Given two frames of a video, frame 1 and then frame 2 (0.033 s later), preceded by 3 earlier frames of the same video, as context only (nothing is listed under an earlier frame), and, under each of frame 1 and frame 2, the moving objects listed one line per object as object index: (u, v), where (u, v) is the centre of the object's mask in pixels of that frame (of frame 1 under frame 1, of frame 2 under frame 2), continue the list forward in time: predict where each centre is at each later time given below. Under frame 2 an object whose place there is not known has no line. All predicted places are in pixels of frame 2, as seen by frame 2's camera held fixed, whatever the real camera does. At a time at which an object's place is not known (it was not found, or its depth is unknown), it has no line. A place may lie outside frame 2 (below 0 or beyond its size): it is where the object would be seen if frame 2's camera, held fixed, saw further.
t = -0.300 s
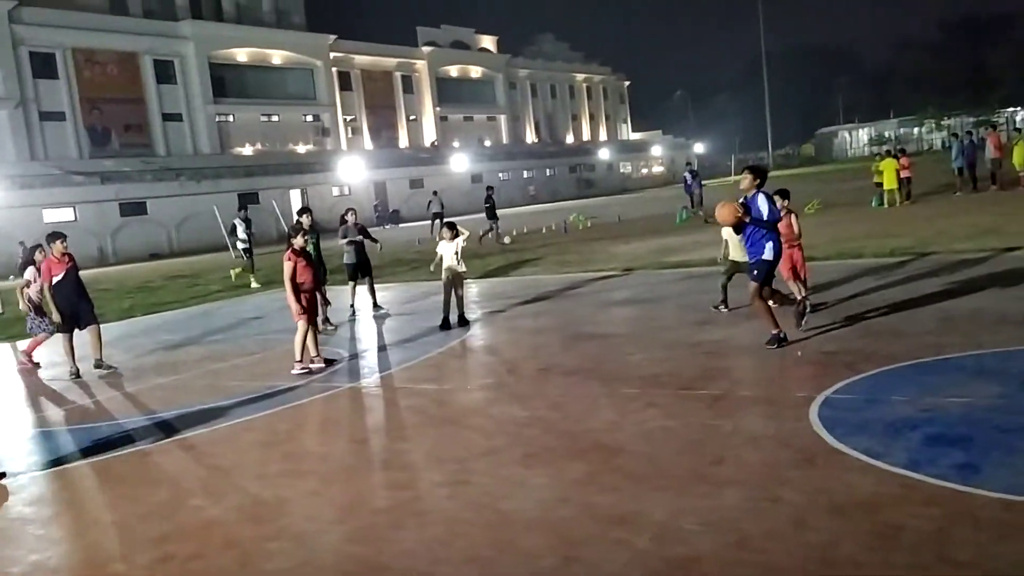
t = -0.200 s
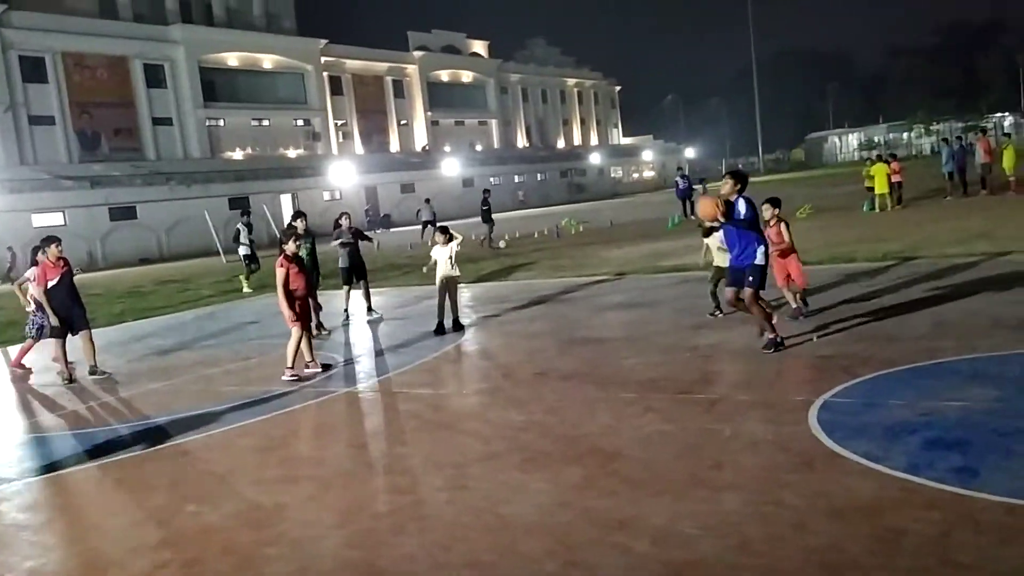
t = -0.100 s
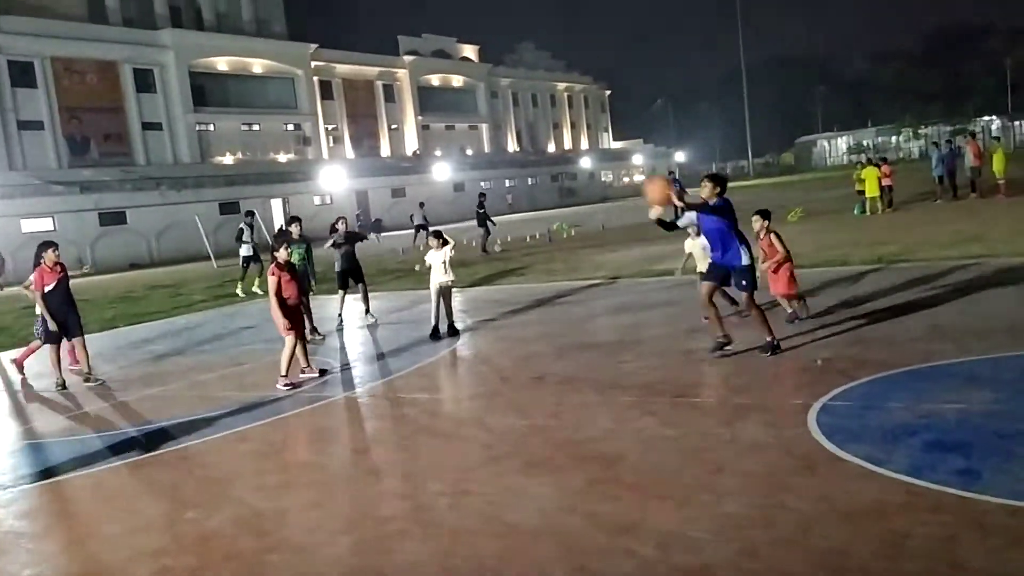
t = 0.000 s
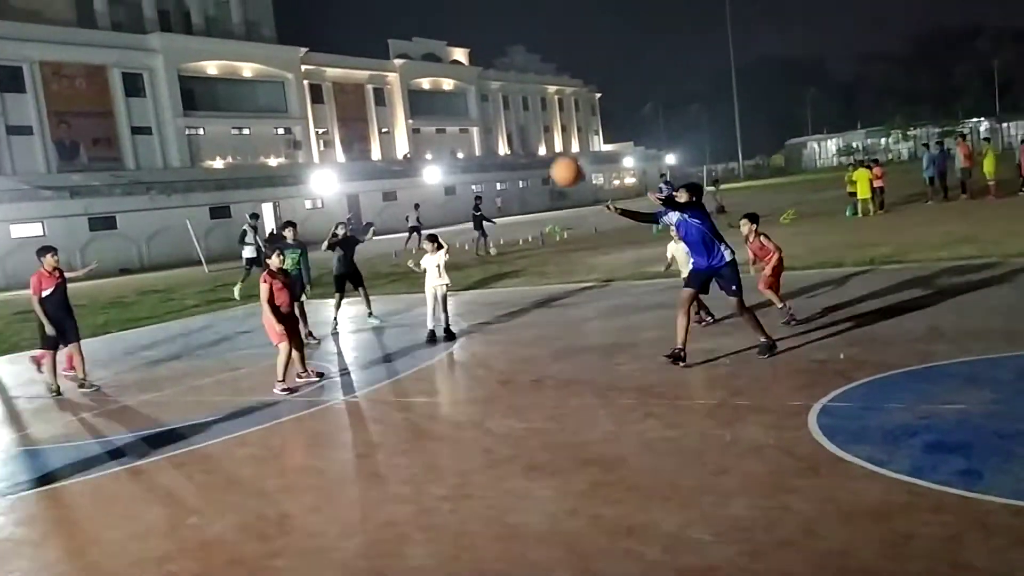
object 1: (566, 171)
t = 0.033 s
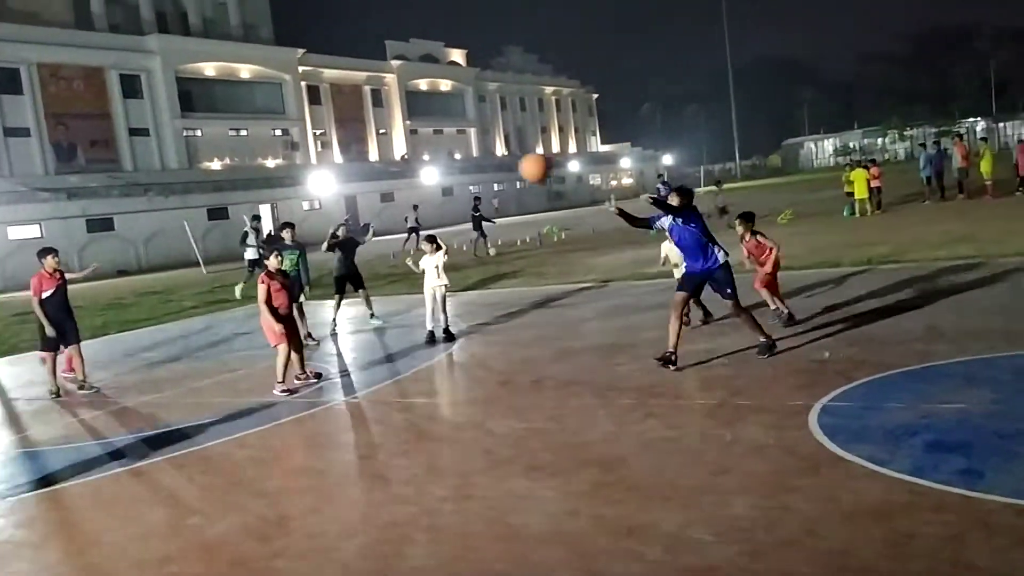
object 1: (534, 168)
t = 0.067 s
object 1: (504, 164)
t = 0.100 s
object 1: (473, 161)
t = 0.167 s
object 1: (409, 161)
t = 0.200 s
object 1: (375, 163)
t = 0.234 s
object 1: (344, 166)
